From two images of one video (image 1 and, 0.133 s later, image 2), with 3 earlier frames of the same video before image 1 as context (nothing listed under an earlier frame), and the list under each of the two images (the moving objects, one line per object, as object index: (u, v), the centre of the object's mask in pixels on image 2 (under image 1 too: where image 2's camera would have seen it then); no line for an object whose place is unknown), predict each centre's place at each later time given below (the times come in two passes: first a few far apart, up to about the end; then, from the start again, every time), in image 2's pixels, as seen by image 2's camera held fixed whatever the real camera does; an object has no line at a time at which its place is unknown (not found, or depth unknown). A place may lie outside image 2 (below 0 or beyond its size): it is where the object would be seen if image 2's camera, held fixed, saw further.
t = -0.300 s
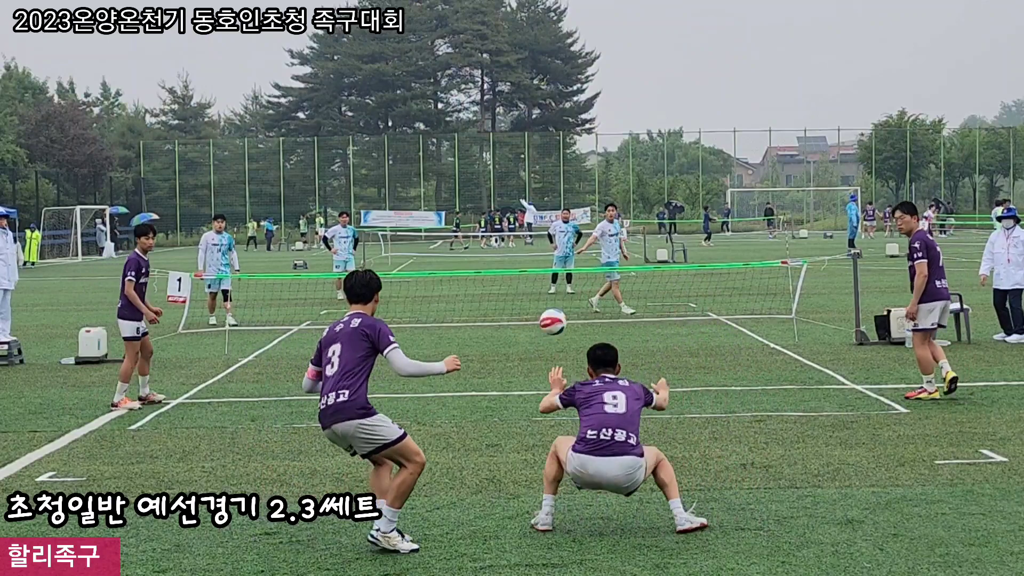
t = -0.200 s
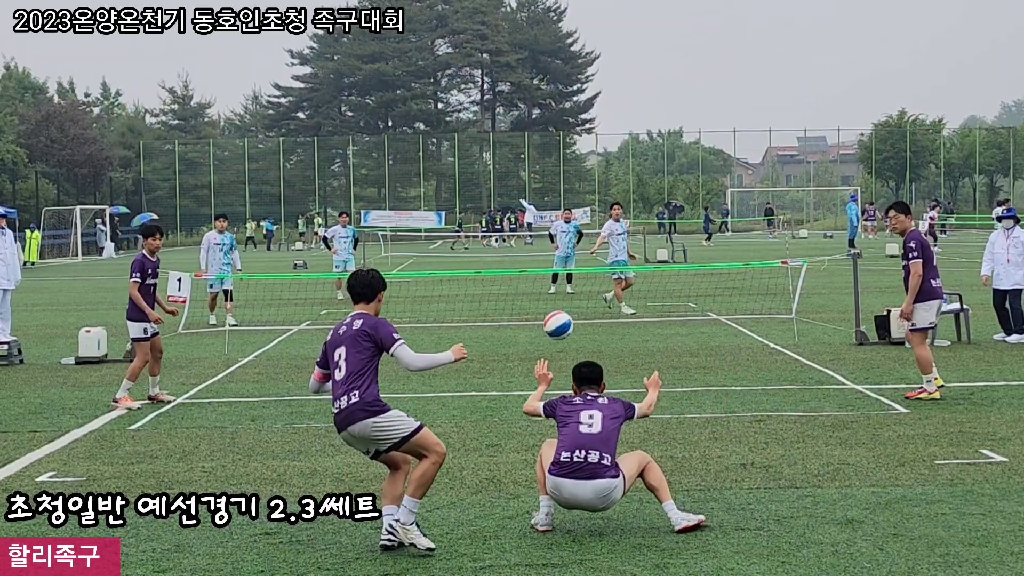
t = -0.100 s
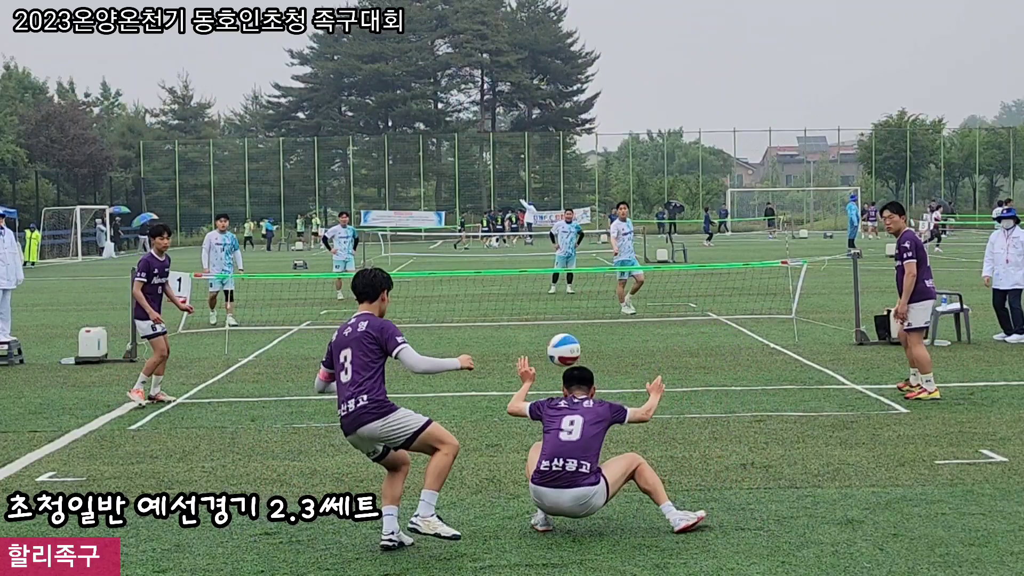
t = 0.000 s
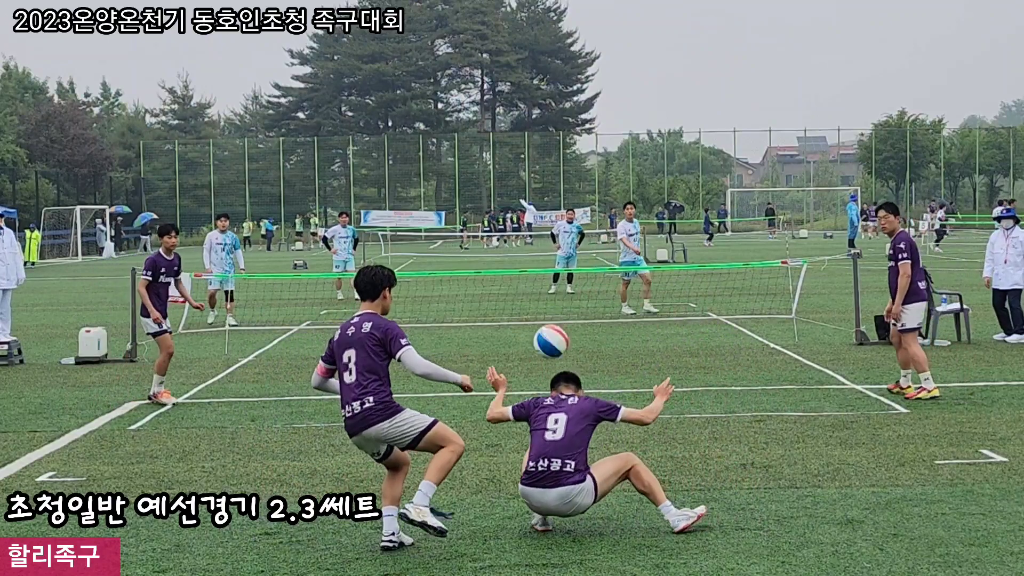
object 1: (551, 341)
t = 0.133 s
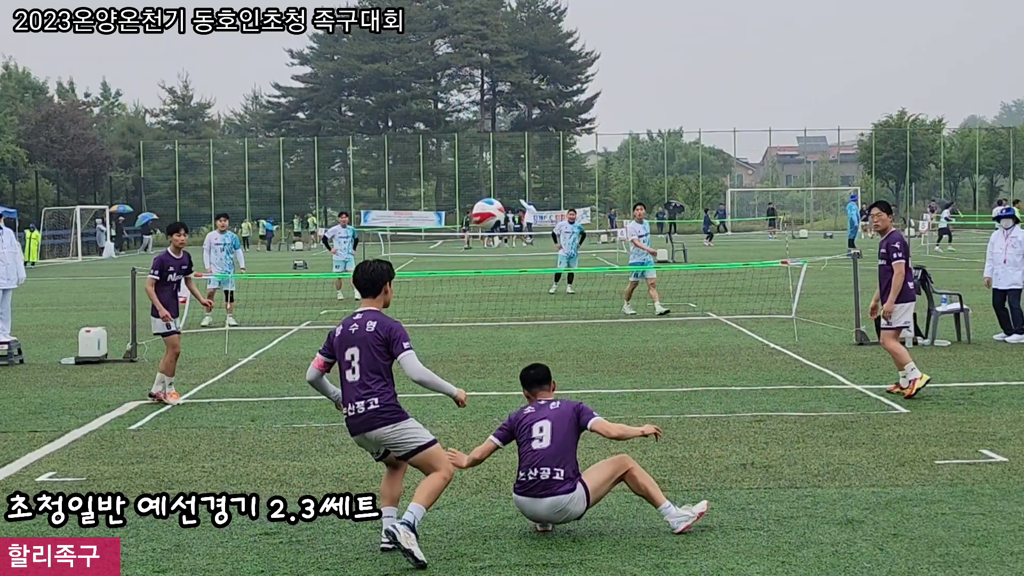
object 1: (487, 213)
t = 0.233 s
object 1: (447, 147)
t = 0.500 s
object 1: (356, 60)
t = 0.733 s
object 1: (297, 64)
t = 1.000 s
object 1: (245, 135)
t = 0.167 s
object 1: (474, 189)
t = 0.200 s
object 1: (461, 167)
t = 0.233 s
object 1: (447, 147)
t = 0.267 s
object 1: (434, 129)
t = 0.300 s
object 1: (422, 114)
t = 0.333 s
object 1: (410, 100)
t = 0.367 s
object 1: (399, 89)
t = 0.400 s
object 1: (387, 79)
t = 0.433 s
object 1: (377, 71)
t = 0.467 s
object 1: (366, 65)
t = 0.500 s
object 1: (356, 60)
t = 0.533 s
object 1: (347, 56)
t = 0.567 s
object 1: (338, 54)
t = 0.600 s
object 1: (329, 54)
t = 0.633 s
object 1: (321, 55)
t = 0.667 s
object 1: (312, 57)
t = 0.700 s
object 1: (304, 60)
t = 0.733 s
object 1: (297, 64)
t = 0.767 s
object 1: (290, 70)
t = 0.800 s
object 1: (282, 77)
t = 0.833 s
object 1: (275, 84)
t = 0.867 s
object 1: (269, 92)
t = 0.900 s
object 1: (262, 101)
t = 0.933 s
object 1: (257, 111)
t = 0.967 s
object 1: (251, 124)
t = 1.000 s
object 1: (245, 135)
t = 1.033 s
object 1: (239, 148)
